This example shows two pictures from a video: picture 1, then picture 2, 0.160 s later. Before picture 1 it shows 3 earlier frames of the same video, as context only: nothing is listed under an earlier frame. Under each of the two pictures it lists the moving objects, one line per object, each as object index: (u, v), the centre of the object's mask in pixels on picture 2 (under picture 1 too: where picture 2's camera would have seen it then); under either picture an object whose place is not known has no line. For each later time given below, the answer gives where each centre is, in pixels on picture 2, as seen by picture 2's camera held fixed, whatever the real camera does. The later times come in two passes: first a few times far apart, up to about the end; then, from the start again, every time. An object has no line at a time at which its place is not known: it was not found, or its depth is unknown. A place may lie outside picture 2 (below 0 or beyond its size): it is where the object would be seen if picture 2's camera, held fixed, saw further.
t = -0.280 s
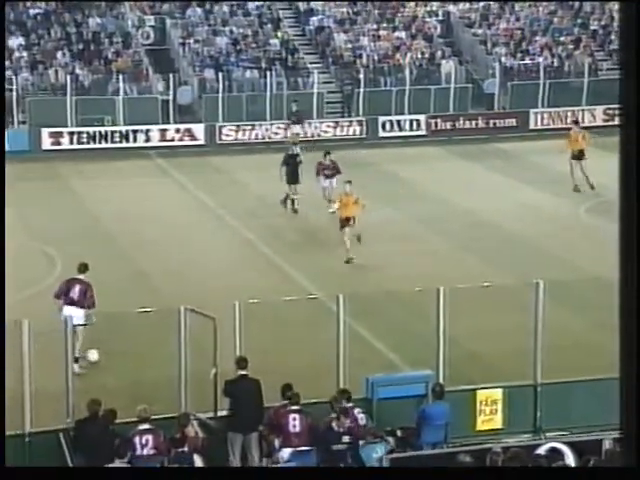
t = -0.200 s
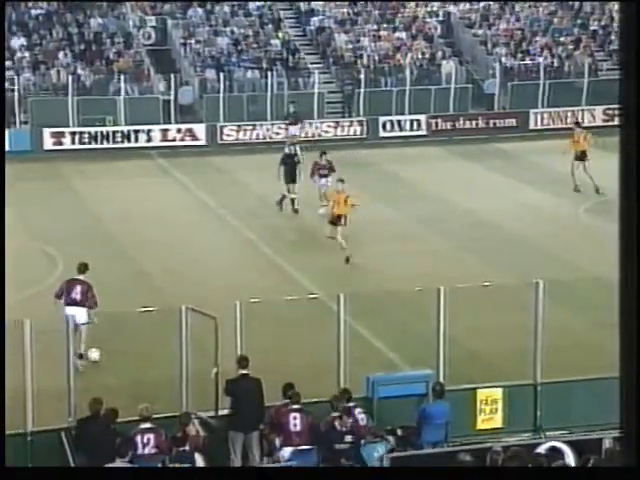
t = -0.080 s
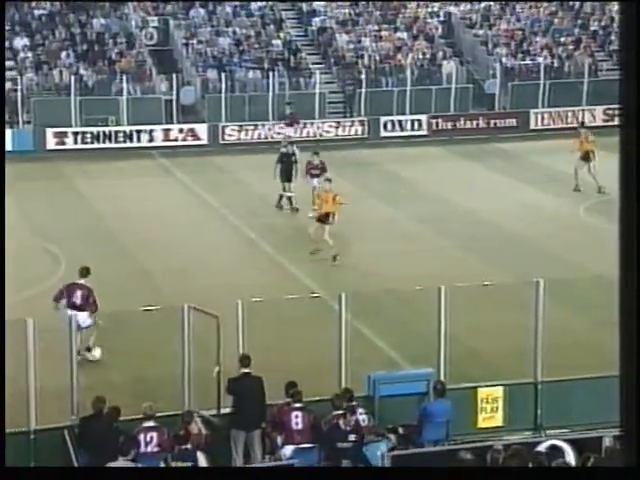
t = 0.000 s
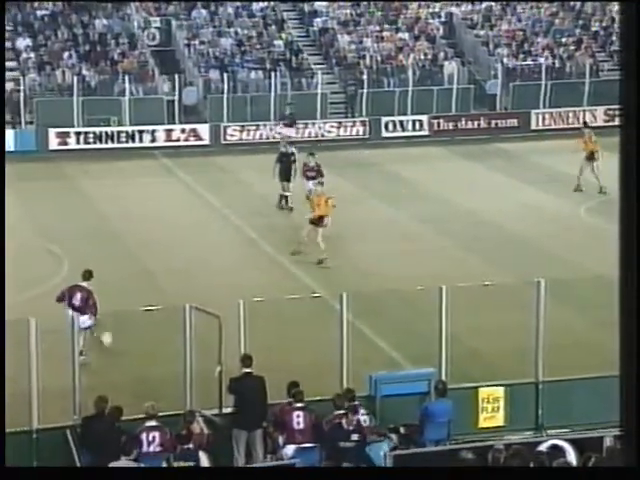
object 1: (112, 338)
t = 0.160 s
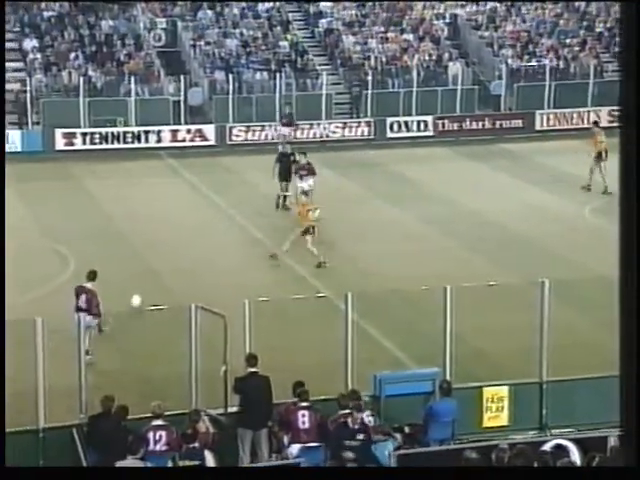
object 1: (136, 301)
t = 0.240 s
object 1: (145, 287)
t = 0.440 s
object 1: (161, 257)
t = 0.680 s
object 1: (172, 230)
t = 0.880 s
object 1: (179, 213)
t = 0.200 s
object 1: (141, 295)
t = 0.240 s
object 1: (145, 287)
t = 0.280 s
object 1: (148, 281)
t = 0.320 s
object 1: (151, 274)
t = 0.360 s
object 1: (155, 267)
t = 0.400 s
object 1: (157, 262)
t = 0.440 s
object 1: (161, 257)
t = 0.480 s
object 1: (163, 252)
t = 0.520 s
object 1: (165, 247)
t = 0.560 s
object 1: (167, 241)
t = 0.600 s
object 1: (169, 236)
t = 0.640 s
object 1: (171, 232)
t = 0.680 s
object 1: (172, 230)
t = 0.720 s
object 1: (174, 226)
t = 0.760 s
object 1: (176, 222)
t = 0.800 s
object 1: (177, 217)
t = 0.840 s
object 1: (178, 215)
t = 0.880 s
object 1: (179, 213)
